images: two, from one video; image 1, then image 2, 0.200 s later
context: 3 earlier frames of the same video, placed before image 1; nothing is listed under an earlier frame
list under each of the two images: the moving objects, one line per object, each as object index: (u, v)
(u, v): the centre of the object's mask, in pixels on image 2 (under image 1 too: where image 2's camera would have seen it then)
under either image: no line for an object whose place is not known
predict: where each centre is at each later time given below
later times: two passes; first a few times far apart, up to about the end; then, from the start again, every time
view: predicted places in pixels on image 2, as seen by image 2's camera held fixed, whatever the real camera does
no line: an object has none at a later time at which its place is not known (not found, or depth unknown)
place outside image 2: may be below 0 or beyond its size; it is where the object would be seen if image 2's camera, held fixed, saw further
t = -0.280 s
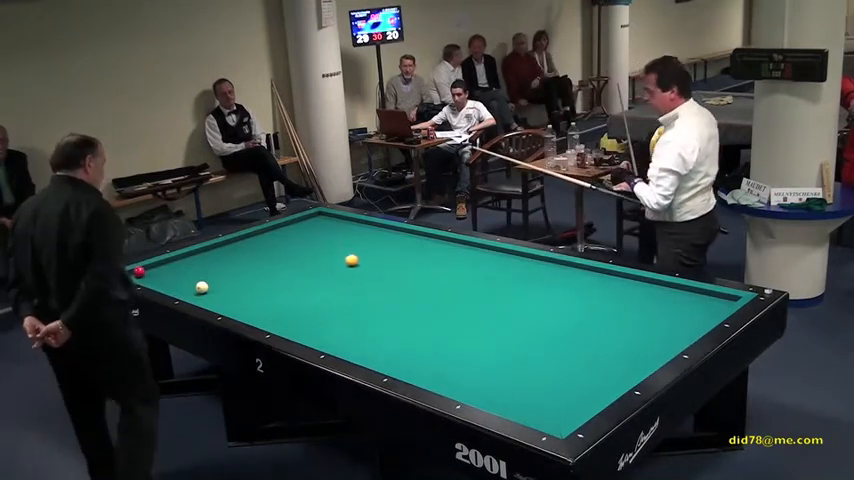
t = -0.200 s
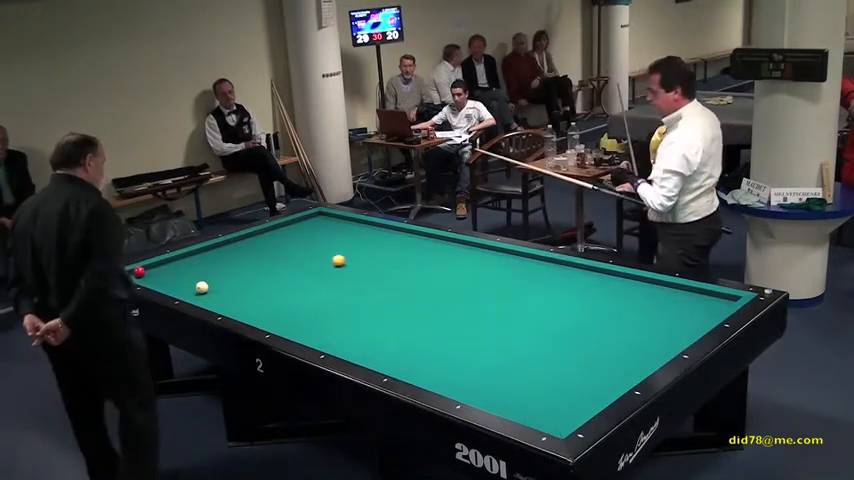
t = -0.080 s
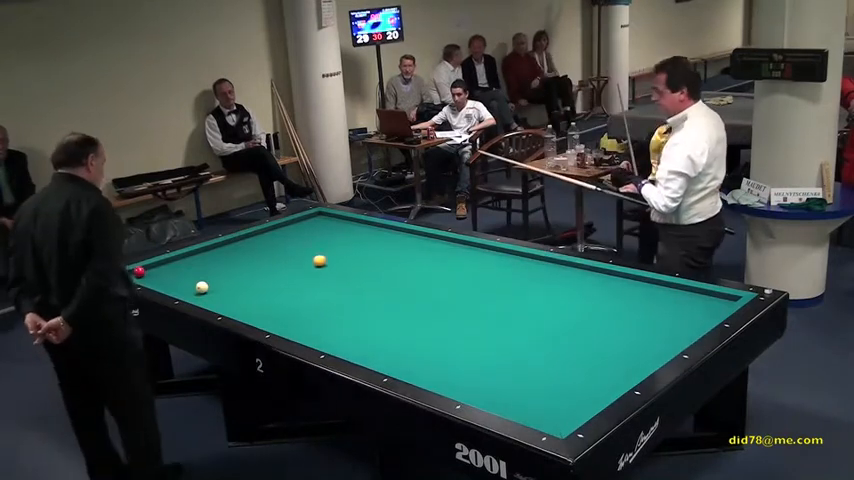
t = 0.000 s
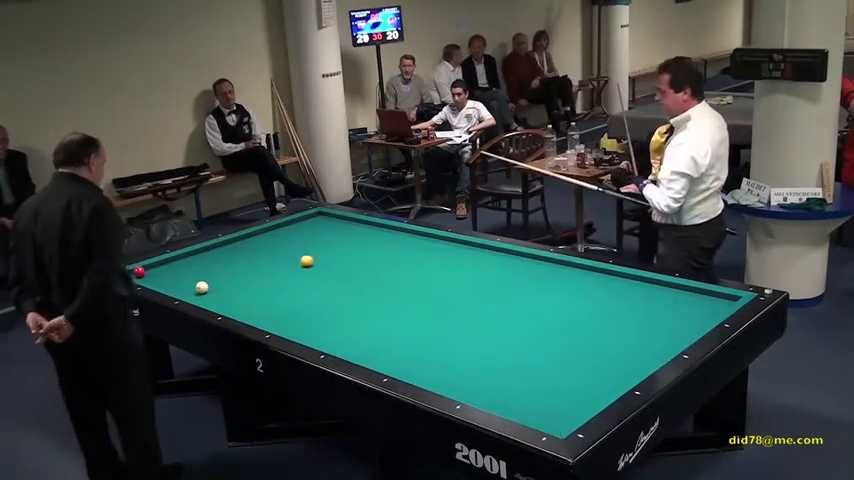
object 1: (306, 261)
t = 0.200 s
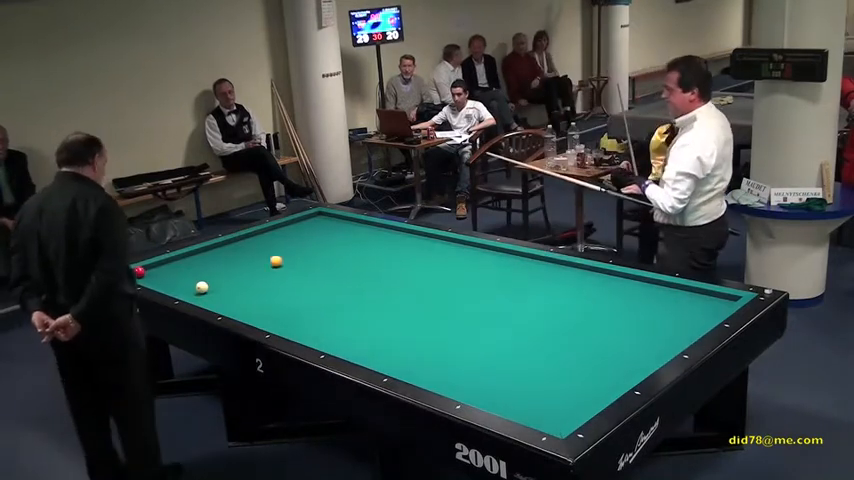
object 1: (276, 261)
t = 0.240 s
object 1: (270, 261)
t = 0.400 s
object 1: (246, 262)
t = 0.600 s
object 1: (216, 262)
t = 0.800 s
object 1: (188, 262)
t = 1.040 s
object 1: (158, 264)
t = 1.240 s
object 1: (150, 271)
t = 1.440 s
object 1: (147, 277)
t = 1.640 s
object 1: (161, 279)
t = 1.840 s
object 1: (178, 279)
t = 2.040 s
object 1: (193, 278)
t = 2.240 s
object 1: (210, 278)
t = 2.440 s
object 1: (226, 278)
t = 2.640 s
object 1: (242, 278)
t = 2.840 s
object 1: (257, 278)
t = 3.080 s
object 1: (276, 277)
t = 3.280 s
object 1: (291, 277)
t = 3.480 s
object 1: (305, 277)
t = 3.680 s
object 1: (320, 277)
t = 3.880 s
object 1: (334, 276)
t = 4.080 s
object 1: (348, 276)
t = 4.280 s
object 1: (362, 276)
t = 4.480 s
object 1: (375, 276)
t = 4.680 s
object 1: (388, 276)
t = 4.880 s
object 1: (401, 275)
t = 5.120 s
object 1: (415, 275)
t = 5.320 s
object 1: (427, 275)
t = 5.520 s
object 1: (439, 275)
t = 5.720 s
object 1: (451, 275)
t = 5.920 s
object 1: (461, 274)
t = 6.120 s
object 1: (472, 274)
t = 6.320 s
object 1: (482, 274)
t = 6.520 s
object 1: (492, 274)
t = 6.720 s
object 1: (501, 274)
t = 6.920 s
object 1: (511, 274)
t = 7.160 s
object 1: (521, 274)
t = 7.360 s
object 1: (529, 274)
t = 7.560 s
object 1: (537, 273)
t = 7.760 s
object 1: (545, 273)
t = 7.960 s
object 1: (553, 273)
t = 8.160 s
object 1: (559, 273)
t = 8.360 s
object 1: (566, 273)
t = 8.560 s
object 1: (572, 273)
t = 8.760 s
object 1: (578, 273)
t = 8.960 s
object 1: (583, 273)
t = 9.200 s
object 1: (589, 273)
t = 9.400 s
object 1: (593, 272)
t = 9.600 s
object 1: (597, 272)
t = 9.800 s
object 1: (601, 272)
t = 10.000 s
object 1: (604, 272)
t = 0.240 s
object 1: (270, 261)
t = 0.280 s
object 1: (263, 261)
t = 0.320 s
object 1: (257, 262)
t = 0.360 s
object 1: (251, 262)
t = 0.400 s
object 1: (246, 262)
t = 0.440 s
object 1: (240, 262)
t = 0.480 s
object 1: (234, 262)
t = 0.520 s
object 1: (228, 262)
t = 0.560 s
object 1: (222, 262)
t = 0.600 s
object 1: (216, 262)
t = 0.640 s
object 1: (210, 262)
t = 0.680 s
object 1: (205, 262)
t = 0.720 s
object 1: (199, 262)
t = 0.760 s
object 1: (193, 262)
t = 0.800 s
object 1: (188, 262)
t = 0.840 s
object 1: (182, 262)
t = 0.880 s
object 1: (176, 263)
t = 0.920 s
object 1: (171, 262)
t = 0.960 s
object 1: (165, 263)
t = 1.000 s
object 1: (160, 263)
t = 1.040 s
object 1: (158, 264)
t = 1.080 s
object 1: (157, 265)
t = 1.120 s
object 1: (155, 267)
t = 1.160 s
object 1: (154, 268)
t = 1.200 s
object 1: (152, 270)
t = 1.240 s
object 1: (150, 271)
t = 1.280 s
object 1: (149, 273)
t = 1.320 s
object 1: (149, 274)
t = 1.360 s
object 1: (148, 276)
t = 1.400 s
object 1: (147, 277)
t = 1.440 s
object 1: (147, 277)
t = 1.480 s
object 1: (148, 278)
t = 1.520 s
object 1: (151, 278)
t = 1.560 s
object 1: (155, 278)
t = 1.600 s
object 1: (158, 279)
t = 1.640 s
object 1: (161, 279)
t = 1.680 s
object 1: (164, 279)
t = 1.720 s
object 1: (167, 278)
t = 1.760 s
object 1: (171, 279)
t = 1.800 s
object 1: (174, 279)
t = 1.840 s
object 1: (178, 279)
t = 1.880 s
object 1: (181, 279)
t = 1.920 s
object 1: (184, 279)
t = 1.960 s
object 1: (187, 279)
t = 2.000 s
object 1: (191, 278)
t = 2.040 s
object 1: (193, 278)
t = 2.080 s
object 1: (197, 277)
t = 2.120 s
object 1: (201, 277)
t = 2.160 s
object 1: (204, 277)
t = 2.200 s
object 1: (207, 278)
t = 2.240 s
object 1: (210, 278)
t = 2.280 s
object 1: (214, 278)
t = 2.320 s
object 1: (217, 278)
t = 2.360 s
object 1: (220, 278)
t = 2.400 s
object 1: (223, 278)
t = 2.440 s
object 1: (226, 278)
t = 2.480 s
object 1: (229, 278)
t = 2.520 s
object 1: (232, 278)
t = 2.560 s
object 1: (236, 278)
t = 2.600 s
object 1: (239, 278)
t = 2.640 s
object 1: (242, 278)
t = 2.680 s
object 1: (245, 278)
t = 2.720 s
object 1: (248, 278)
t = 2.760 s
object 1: (251, 278)
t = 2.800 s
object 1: (254, 278)
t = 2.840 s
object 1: (257, 278)
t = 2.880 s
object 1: (261, 278)
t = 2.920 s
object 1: (263, 278)
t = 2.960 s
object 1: (267, 278)
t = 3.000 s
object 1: (270, 277)
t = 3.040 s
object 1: (273, 277)
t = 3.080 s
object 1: (276, 277)
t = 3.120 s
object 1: (279, 277)
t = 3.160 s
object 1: (282, 277)
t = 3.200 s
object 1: (285, 277)
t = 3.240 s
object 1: (288, 277)
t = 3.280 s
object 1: (291, 277)
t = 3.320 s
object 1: (294, 277)
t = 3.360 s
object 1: (297, 277)
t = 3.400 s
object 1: (299, 277)
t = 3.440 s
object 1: (302, 277)
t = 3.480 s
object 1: (305, 277)
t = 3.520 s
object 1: (308, 277)
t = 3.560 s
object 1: (311, 277)
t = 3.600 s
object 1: (314, 277)
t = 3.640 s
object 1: (317, 277)
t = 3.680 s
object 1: (320, 277)
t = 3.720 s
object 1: (323, 277)
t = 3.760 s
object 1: (326, 277)
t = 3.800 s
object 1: (328, 277)
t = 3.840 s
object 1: (331, 277)
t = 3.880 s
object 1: (334, 276)
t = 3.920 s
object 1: (337, 277)
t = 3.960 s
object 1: (340, 276)
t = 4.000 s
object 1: (343, 276)
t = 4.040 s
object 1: (345, 276)
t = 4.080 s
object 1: (348, 276)
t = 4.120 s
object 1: (351, 276)
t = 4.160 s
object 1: (353, 276)
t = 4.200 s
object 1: (356, 276)
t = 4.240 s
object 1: (359, 276)
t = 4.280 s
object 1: (362, 276)
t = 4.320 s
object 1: (364, 276)
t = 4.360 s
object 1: (367, 276)
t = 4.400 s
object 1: (370, 276)
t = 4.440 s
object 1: (372, 276)
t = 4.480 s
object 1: (375, 276)
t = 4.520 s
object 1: (378, 276)
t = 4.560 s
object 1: (380, 276)
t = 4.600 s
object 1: (383, 276)
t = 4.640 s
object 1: (385, 276)
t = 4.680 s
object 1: (388, 276)
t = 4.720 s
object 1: (391, 275)
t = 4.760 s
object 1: (393, 276)
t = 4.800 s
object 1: (396, 275)
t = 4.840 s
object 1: (398, 275)
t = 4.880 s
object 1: (401, 275)
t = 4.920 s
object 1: (403, 275)
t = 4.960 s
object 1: (406, 275)
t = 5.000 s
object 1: (408, 275)
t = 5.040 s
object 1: (411, 275)
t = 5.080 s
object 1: (413, 275)
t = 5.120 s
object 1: (415, 275)
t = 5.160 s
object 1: (418, 275)
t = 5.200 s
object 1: (420, 275)
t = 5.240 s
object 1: (423, 275)
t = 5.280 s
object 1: (425, 275)
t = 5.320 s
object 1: (427, 275)
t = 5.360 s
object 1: (430, 275)
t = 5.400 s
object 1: (432, 275)
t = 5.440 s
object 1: (434, 275)
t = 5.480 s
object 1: (437, 275)
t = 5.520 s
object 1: (439, 275)
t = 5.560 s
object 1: (441, 275)
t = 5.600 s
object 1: (443, 275)
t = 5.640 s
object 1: (446, 274)
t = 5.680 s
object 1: (448, 274)
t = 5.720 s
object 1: (451, 275)
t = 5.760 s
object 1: (452, 274)
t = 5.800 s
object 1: (455, 275)
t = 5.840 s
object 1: (457, 274)
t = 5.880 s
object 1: (459, 274)
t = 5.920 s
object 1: (461, 274)
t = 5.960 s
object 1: (463, 274)
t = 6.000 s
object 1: (466, 274)
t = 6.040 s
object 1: (468, 274)
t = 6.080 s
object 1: (470, 274)
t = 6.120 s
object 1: (472, 274)
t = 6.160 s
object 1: (474, 274)
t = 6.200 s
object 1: (476, 274)
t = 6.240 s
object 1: (478, 274)
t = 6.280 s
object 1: (480, 274)
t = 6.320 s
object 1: (482, 274)
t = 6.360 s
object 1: (484, 274)
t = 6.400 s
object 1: (486, 274)
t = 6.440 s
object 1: (488, 274)
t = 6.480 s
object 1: (490, 274)
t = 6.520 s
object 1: (492, 274)
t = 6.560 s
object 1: (494, 274)
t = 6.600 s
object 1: (496, 274)
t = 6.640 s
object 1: (497, 274)
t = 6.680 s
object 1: (500, 274)
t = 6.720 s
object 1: (501, 274)
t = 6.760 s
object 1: (503, 274)
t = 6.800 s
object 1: (505, 274)
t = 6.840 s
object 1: (507, 274)
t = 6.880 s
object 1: (509, 274)
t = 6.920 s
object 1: (511, 274)
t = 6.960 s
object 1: (513, 274)
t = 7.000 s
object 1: (514, 274)
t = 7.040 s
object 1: (516, 274)
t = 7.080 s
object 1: (518, 274)
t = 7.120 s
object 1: (519, 274)
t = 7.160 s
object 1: (521, 274)
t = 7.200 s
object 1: (523, 274)
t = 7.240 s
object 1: (525, 273)
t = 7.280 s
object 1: (526, 274)
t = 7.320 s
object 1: (528, 274)
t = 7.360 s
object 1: (529, 274)
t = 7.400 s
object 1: (531, 274)
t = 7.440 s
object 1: (533, 274)
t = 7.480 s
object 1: (534, 273)
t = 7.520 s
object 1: (536, 274)
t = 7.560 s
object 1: (537, 273)
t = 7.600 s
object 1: (539, 273)
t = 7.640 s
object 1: (541, 273)
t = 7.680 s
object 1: (542, 273)
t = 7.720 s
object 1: (544, 273)
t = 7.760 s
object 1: (545, 273)
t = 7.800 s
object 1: (547, 273)
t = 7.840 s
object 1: (548, 273)
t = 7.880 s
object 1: (550, 273)
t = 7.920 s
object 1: (551, 273)
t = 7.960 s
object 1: (553, 273)
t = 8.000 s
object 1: (554, 273)
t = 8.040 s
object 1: (555, 273)
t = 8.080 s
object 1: (556, 273)
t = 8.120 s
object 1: (558, 273)
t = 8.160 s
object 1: (559, 273)
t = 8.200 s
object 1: (560, 273)
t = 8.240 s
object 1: (562, 273)
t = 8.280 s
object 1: (563, 273)
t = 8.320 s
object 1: (565, 273)
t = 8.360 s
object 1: (566, 273)
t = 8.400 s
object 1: (567, 273)
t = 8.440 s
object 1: (568, 273)
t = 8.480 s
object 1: (569, 273)
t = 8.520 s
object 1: (570, 273)
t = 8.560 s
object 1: (572, 273)
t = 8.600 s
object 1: (573, 273)
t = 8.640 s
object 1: (574, 273)
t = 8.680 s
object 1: (575, 273)
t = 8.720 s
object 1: (577, 273)
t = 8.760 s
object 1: (578, 273)
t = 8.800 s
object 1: (579, 273)
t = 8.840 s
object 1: (580, 273)
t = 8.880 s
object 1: (581, 273)
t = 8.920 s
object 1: (582, 273)
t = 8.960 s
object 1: (583, 273)
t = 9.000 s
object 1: (584, 273)
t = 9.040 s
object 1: (585, 273)
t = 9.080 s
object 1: (586, 273)
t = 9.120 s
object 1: (587, 273)
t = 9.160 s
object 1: (588, 273)
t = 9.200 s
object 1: (589, 273)
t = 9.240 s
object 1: (589, 273)
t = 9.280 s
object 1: (590, 272)
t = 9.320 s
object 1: (591, 272)
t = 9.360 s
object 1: (592, 272)
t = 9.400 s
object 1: (593, 272)
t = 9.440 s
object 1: (594, 272)
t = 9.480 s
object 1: (595, 273)
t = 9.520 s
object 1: (595, 272)
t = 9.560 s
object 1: (596, 272)
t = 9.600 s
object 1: (597, 272)
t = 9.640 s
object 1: (598, 272)
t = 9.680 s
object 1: (599, 272)
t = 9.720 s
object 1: (599, 272)
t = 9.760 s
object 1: (600, 272)
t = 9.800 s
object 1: (601, 272)
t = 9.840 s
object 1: (601, 272)
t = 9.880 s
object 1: (602, 272)
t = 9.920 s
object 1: (603, 272)
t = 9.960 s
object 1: (603, 272)
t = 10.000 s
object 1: (604, 272)
